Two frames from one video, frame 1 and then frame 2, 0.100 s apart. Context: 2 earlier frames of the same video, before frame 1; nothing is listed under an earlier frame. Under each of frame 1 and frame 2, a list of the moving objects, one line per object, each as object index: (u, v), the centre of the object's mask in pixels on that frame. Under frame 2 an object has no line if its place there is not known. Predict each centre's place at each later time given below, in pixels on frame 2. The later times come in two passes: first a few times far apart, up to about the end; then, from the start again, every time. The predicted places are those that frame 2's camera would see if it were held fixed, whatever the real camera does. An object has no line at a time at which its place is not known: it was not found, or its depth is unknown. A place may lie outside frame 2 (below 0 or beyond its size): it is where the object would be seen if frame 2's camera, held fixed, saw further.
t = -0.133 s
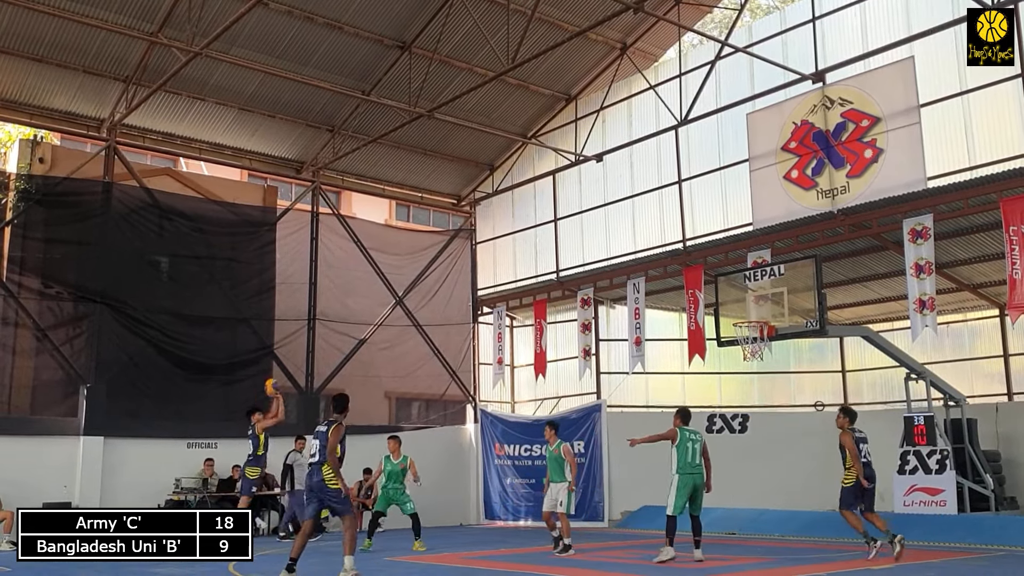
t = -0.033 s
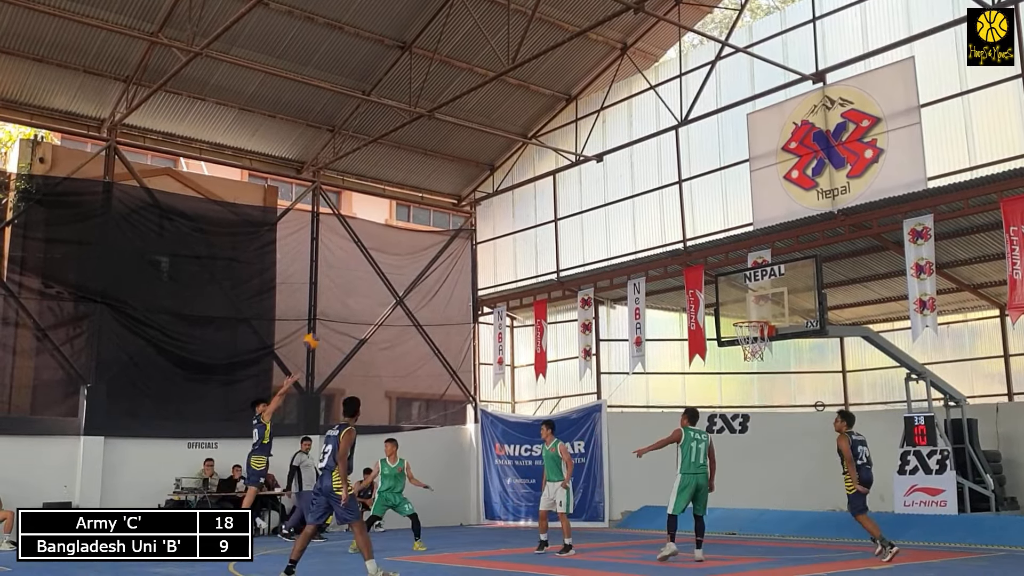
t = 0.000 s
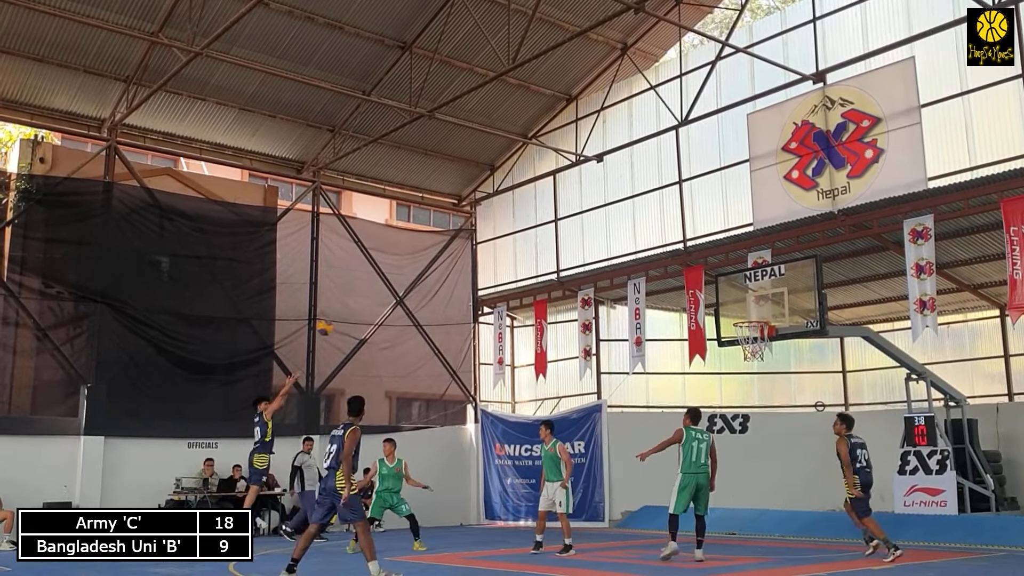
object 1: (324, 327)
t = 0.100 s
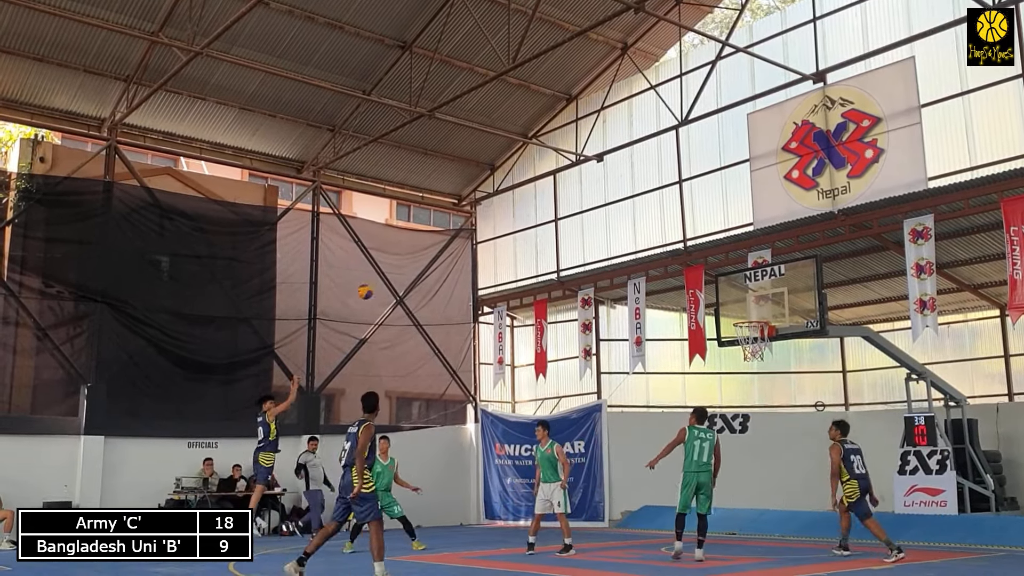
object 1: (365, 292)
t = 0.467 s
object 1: (504, 223)
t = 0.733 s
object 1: (602, 226)
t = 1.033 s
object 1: (715, 284)
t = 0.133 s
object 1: (378, 281)
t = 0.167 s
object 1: (391, 272)
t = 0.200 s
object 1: (403, 264)
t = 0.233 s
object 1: (416, 256)
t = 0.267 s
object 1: (429, 248)
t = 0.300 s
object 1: (442, 243)
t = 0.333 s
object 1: (454, 237)
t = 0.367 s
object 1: (467, 231)
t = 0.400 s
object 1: (479, 228)
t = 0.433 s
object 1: (491, 225)
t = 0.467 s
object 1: (504, 223)
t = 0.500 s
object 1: (516, 220)
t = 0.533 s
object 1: (528, 219)
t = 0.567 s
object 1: (540, 218)
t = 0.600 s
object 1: (553, 219)
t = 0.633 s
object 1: (565, 219)
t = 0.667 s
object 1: (577, 221)
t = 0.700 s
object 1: (589, 223)
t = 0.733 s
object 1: (602, 226)
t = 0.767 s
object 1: (614, 230)
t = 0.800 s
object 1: (626, 234)
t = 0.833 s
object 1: (639, 240)
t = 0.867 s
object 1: (651, 245)
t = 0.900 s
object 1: (664, 252)
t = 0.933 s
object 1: (676, 259)
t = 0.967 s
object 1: (689, 267)
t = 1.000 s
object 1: (702, 275)
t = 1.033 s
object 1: (715, 284)
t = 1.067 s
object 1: (727, 295)
